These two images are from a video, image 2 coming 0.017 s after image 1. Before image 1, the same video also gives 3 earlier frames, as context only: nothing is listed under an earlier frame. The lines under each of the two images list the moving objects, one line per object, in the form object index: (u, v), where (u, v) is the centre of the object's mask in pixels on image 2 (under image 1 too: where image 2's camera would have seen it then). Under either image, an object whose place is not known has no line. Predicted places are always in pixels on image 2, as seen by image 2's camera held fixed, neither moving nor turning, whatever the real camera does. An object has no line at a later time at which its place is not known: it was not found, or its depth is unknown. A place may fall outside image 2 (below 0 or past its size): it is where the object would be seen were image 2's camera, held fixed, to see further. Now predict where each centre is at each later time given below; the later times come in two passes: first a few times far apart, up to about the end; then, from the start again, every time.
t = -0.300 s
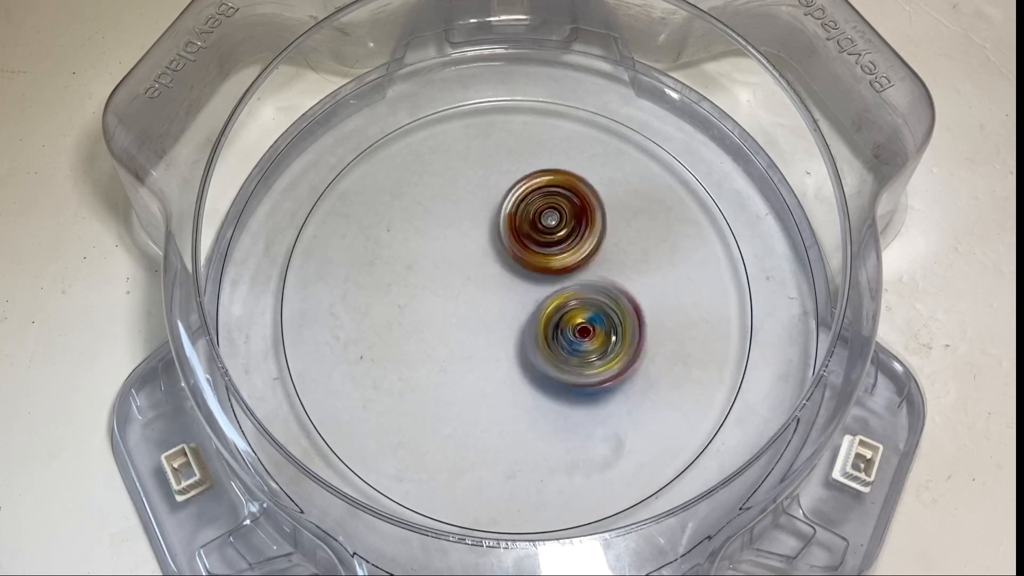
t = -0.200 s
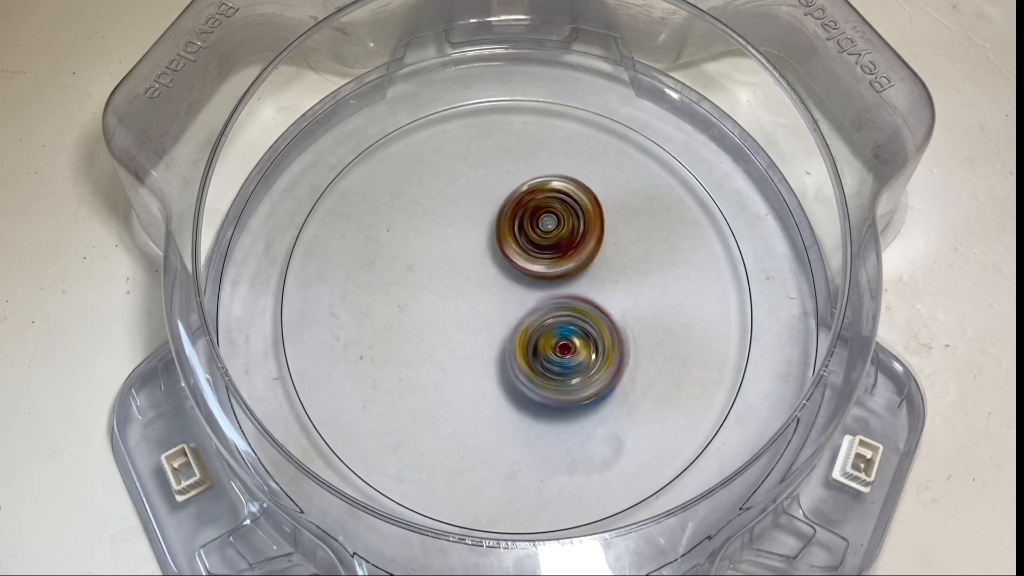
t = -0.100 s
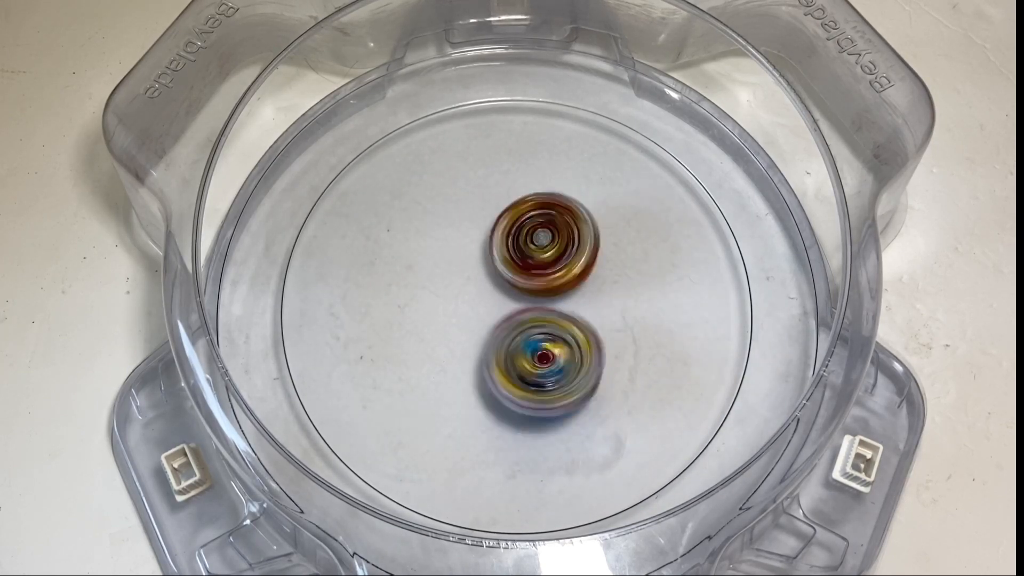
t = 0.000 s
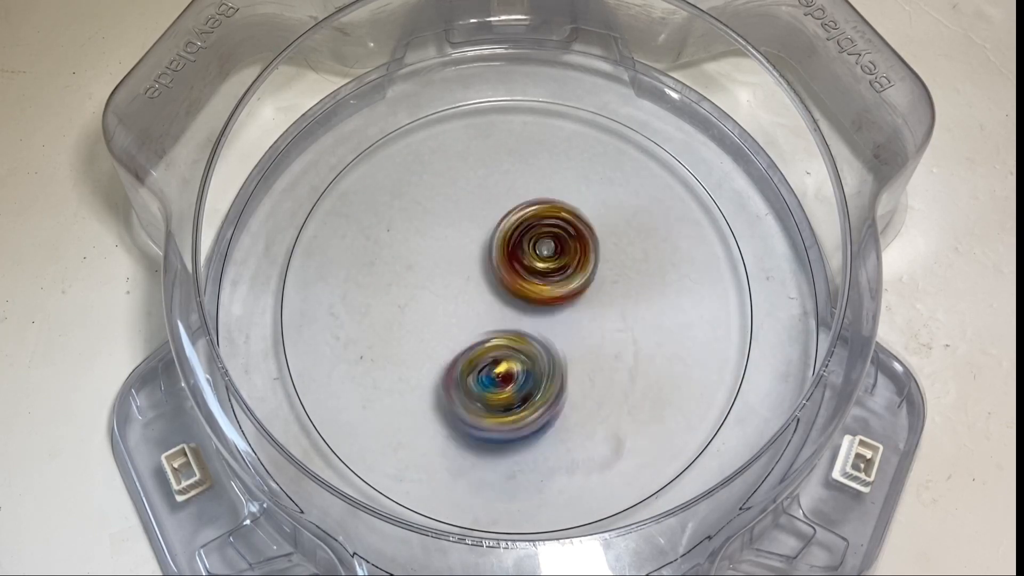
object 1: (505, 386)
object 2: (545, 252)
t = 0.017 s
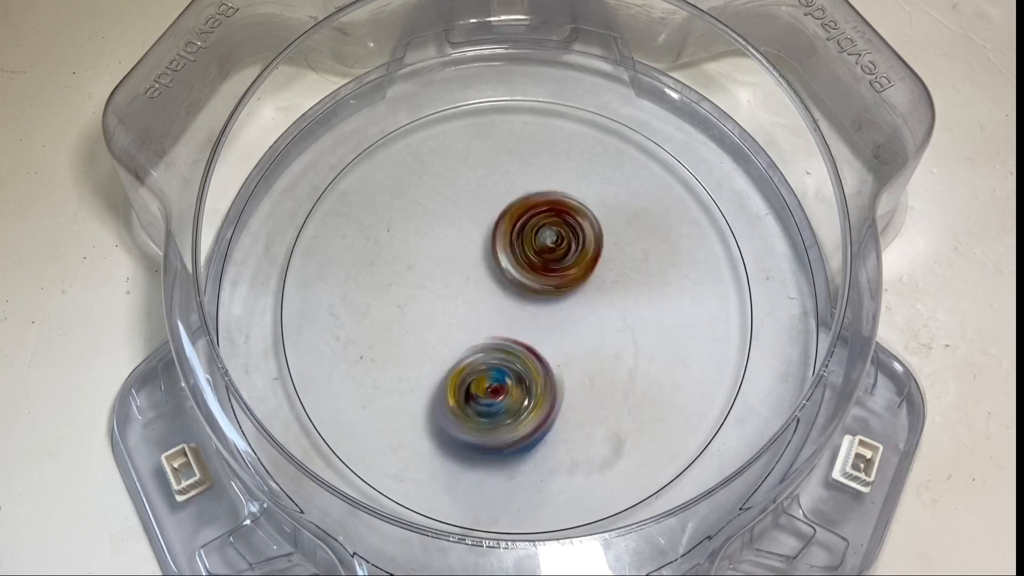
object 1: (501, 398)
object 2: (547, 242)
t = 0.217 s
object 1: (445, 437)
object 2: (551, 202)
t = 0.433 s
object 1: (432, 387)
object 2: (539, 204)
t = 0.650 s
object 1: (466, 337)
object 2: (512, 236)
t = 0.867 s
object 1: (495, 338)
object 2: (534, 215)
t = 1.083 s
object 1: (540, 363)
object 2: (536, 217)
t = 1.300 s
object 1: (589, 385)
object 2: (530, 265)
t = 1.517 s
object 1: (604, 396)
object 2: (481, 270)
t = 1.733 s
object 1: (568, 368)
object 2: (438, 262)
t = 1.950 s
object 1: (559, 331)
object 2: (436, 265)
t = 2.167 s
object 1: (573, 309)
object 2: (461, 284)
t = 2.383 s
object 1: (668, 306)
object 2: (462, 282)
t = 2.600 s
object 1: (655, 285)
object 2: (463, 287)
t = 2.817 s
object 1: (587, 284)
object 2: (471, 299)
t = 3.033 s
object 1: (573, 310)
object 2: (412, 319)
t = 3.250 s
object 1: (544, 289)
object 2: (414, 324)
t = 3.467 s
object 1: (549, 282)
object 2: (429, 318)
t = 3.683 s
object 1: (548, 289)
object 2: (438, 318)
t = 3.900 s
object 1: (554, 298)
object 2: (444, 316)
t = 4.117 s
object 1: (563, 320)
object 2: (442, 309)
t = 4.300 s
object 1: (574, 318)
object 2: (458, 292)
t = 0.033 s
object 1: (486, 412)
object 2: (552, 234)
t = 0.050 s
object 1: (477, 421)
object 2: (555, 227)
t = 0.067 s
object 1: (469, 426)
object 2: (556, 222)
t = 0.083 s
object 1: (464, 434)
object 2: (557, 218)
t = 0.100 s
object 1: (459, 436)
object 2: (556, 215)
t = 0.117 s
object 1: (453, 439)
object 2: (555, 211)
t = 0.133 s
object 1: (454, 438)
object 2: (555, 208)
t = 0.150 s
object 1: (450, 440)
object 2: (554, 207)
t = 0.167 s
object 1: (450, 439)
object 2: (554, 205)
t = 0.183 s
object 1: (447, 438)
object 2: (553, 203)
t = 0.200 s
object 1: (449, 439)
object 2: (552, 202)
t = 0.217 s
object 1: (445, 437)
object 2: (551, 202)
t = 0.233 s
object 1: (441, 436)
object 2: (551, 200)
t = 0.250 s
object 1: (442, 432)
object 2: (550, 201)
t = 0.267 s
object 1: (438, 432)
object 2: (549, 202)
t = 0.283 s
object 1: (436, 428)
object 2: (548, 200)
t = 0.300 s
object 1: (432, 422)
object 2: (547, 202)
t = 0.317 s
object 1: (434, 420)
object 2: (546, 202)
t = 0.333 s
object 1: (431, 415)
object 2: (545, 201)
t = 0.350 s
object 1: (430, 409)
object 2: (544, 202)
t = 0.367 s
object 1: (430, 404)
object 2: (543, 202)
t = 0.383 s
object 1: (429, 402)
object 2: (542, 202)
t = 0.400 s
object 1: (429, 395)
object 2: (541, 203)
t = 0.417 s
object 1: (429, 390)
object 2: (540, 204)
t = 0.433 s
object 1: (432, 387)
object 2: (539, 204)
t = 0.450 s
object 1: (431, 383)
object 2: (538, 204)
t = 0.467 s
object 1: (433, 377)
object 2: (538, 206)
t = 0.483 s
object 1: (435, 371)
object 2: (536, 206)
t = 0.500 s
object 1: (438, 371)
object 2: (535, 207)
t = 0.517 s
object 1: (441, 364)
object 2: (533, 209)
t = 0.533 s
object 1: (441, 361)
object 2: (530, 212)
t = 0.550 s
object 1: (446, 359)
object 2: (529, 214)
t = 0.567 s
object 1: (448, 356)
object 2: (526, 218)
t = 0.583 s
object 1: (451, 351)
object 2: (523, 222)
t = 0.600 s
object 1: (455, 348)
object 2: (521, 224)
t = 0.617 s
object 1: (459, 346)
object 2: (517, 229)
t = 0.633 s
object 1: (463, 341)
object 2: (514, 233)
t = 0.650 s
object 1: (466, 337)
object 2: (512, 236)
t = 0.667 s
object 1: (470, 335)
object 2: (511, 237)
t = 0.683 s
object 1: (470, 337)
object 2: (513, 237)
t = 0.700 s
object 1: (470, 337)
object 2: (515, 236)
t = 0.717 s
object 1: (471, 334)
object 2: (517, 235)
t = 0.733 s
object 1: (474, 332)
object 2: (518, 235)
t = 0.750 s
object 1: (472, 336)
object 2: (522, 231)
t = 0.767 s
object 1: (471, 337)
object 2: (525, 229)
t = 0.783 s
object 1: (475, 336)
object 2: (527, 226)
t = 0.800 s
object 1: (476, 337)
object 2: (529, 223)
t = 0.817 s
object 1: (481, 334)
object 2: (530, 219)
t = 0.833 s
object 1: (482, 337)
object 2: (532, 218)
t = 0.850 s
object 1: (489, 337)
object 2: (533, 217)
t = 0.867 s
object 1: (495, 338)
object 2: (534, 215)
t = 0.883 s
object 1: (500, 339)
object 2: (535, 214)
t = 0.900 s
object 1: (500, 343)
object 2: (536, 213)
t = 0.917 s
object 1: (506, 344)
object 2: (537, 213)
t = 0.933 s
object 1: (508, 347)
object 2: (538, 214)
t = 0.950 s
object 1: (513, 347)
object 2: (538, 214)
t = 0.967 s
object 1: (513, 348)
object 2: (538, 215)
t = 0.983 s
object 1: (519, 351)
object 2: (537, 214)
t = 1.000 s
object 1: (524, 352)
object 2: (537, 215)
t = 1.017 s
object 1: (528, 352)
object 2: (537, 216)
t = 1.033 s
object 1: (530, 355)
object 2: (536, 215)
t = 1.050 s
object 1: (534, 360)
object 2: (537, 216)
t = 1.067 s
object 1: (537, 362)
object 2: (537, 217)
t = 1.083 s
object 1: (540, 363)
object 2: (536, 217)
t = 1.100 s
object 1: (545, 364)
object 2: (537, 218)
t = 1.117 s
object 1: (549, 369)
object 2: (537, 220)
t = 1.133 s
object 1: (551, 371)
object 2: (537, 223)
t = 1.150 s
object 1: (554, 373)
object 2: (536, 225)
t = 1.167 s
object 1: (559, 374)
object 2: (536, 229)
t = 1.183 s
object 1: (562, 379)
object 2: (537, 232)
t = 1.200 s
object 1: (566, 381)
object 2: (535, 236)
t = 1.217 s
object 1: (569, 384)
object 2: (536, 239)
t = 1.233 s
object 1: (574, 384)
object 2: (535, 245)
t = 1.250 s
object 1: (578, 387)
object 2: (533, 250)
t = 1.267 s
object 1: (580, 388)
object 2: (532, 254)
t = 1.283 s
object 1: (584, 388)
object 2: (531, 259)
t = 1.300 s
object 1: (589, 385)
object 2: (530, 265)
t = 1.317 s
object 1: (591, 386)
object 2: (528, 270)
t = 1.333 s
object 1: (591, 383)
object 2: (528, 275)
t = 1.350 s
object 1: (592, 380)
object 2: (526, 281)
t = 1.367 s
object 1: (593, 376)
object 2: (524, 285)
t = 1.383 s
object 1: (592, 377)
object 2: (522, 289)
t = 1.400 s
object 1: (593, 382)
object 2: (518, 284)
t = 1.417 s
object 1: (593, 386)
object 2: (512, 280)
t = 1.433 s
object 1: (596, 387)
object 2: (507, 277)
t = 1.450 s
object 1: (599, 390)
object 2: (502, 275)
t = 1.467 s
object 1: (598, 393)
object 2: (498, 274)
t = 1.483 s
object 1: (600, 394)
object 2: (492, 273)
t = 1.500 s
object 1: (600, 395)
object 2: (486, 272)
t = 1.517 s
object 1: (604, 396)
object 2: (481, 270)
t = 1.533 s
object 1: (601, 399)
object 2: (476, 270)
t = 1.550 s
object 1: (602, 398)
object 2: (471, 269)
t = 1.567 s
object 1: (597, 398)
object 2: (466, 267)
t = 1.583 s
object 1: (599, 395)
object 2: (462, 267)
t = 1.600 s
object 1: (598, 395)
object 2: (458, 267)
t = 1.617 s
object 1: (594, 392)
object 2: (453, 266)
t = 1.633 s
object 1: (589, 390)
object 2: (450, 264)
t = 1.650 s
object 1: (585, 385)
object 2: (448, 264)
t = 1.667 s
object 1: (584, 382)
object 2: (444, 264)
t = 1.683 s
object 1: (577, 381)
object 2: (441, 263)
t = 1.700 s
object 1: (574, 375)
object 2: (441, 263)
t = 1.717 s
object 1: (569, 372)
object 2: (440, 262)
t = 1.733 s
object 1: (568, 368)
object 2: (438, 262)
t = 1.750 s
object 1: (565, 367)
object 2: (437, 262)
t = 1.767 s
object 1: (563, 362)
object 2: (436, 262)
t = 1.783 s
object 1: (561, 359)
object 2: (436, 262)
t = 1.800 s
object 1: (559, 355)
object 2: (436, 262)
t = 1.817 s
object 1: (560, 354)
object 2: (437, 261)
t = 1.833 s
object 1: (557, 351)
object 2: (437, 263)
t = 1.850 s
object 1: (557, 347)
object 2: (436, 264)
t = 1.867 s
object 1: (556, 344)
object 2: (435, 264)
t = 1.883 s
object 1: (558, 341)
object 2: (436, 264)
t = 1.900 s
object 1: (557, 341)
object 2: (435, 265)
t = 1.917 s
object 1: (558, 337)
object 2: (435, 265)
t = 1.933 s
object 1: (558, 334)
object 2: (435, 264)
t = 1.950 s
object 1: (559, 331)
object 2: (436, 265)
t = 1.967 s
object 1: (559, 331)
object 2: (437, 266)
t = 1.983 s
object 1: (559, 328)
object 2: (436, 267)
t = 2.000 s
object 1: (560, 327)
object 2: (438, 267)
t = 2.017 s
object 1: (561, 323)
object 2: (438, 268)
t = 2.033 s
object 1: (564, 323)
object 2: (439, 270)
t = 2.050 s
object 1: (563, 321)
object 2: (440, 270)
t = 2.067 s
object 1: (565, 319)
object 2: (443, 272)
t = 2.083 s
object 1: (565, 317)
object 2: (446, 273)
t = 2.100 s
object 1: (568, 316)
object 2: (449, 276)
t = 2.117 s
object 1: (568, 315)
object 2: (451, 276)
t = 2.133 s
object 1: (569, 314)
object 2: (455, 279)
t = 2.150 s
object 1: (571, 311)
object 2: (459, 281)
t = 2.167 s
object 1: (573, 309)
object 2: (461, 284)
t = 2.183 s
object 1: (575, 309)
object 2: (465, 284)
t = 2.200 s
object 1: (579, 311)
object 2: (465, 286)
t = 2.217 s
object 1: (590, 314)
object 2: (463, 283)
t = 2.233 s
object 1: (599, 315)
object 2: (460, 282)
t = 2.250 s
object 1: (610, 317)
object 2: (460, 280)
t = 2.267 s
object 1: (621, 319)
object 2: (460, 279)
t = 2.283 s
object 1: (629, 317)
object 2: (461, 279)
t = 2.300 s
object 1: (638, 316)
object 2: (462, 280)
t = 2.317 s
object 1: (646, 314)
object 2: (463, 280)
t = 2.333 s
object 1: (654, 312)
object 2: (463, 282)
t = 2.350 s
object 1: (660, 311)
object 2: (462, 282)
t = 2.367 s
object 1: (664, 309)
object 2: (461, 282)
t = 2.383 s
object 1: (668, 306)
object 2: (462, 282)
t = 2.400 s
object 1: (670, 304)
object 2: (461, 282)
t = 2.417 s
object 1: (673, 303)
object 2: (461, 282)
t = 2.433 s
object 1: (674, 303)
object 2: (461, 283)
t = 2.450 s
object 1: (673, 303)
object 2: (463, 283)
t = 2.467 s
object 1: (672, 304)
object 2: (462, 284)
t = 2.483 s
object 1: (669, 302)
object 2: (462, 284)
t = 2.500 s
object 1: (666, 300)
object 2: (462, 284)
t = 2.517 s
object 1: (665, 298)
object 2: (463, 285)
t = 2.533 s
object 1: (661, 296)
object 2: (462, 285)
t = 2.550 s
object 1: (660, 292)
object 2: (462, 286)
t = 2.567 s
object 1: (657, 290)
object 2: (462, 285)
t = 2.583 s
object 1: (654, 288)
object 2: (463, 286)
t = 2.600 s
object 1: (655, 285)
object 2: (463, 287)
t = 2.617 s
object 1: (655, 284)
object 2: (464, 288)
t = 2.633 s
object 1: (650, 285)
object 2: (464, 287)
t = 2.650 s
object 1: (650, 284)
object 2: (464, 289)
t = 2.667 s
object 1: (648, 283)
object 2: (465, 289)
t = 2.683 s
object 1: (644, 283)
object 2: (465, 290)
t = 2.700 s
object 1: (642, 282)
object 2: (466, 289)
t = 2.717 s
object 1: (639, 283)
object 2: (466, 291)
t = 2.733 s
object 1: (629, 283)
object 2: (468, 292)
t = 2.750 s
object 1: (623, 284)
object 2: (467, 294)
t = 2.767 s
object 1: (615, 284)
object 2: (469, 294)
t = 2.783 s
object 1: (604, 284)
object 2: (470, 296)
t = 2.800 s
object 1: (597, 284)
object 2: (471, 298)
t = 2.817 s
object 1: (587, 284)
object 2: (471, 299)
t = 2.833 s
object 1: (579, 285)
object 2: (465, 300)
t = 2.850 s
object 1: (583, 285)
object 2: (454, 302)
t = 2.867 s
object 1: (585, 286)
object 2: (445, 302)
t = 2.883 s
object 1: (587, 289)
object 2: (437, 304)
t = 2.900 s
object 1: (587, 290)
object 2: (433, 305)
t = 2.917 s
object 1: (588, 292)
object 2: (430, 306)
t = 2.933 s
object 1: (590, 294)
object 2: (428, 308)
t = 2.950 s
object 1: (590, 299)
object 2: (426, 310)
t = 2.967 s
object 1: (588, 303)
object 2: (422, 312)
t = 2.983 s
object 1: (585, 306)
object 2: (420, 314)
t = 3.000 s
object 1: (582, 308)
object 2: (417, 316)
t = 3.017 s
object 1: (578, 309)
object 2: (414, 317)
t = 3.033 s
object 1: (573, 310)
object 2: (412, 319)
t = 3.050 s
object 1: (569, 310)
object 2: (411, 319)
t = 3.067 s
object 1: (564, 308)
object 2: (410, 319)
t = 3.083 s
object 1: (559, 307)
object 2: (409, 319)
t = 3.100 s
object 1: (555, 303)
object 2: (408, 320)
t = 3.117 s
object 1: (552, 300)
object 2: (409, 320)
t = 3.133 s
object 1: (550, 297)
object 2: (409, 321)
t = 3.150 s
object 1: (548, 296)
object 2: (408, 321)
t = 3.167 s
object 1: (547, 292)
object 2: (409, 321)
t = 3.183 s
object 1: (548, 291)
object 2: (410, 321)
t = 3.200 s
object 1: (548, 289)
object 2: (412, 323)
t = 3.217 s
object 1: (548, 290)
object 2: (413, 323)
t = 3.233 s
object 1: (544, 290)
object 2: (413, 325)
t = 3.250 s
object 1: (544, 289)
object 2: (414, 324)
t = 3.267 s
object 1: (544, 289)
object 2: (417, 324)
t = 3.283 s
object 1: (542, 289)
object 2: (418, 323)
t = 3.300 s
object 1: (541, 289)
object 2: (421, 323)
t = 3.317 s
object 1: (536, 288)
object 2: (424, 324)
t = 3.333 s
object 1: (535, 287)
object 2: (428, 322)
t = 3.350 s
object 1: (533, 287)
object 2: (431, 322)
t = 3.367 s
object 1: (538, 285)
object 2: (427, 322)
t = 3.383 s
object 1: (542, 283)
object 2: (424, 321)
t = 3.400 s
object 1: (545, 283)
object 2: (424, 319)
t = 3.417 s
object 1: (547, 283)
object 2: (424, 320)
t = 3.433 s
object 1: (548, 282)
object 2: (424, 318)
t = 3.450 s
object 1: (549, 283)
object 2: (426, 318)
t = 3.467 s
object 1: (549, 282)
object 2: (429, 318)
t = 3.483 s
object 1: (549, 283)
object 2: (431, 320)
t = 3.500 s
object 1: (549, 283)
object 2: (432, 321)
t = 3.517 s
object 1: (548, 284)
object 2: (432, 322)
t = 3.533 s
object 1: (546, 285)
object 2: (433, 323)
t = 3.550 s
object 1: (546, 286)
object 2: (435, 322)
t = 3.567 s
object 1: (546, 287)
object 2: (437, 322)
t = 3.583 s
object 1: (546, 288)
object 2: (434, 321)
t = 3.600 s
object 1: (546, 288)
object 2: (436, 320)
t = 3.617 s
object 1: (547, 288)
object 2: (436, 319)
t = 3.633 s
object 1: (547, 289)
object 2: (436, 319)
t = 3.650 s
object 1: (548, 288)
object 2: (436, 319)
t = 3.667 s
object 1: (548, 289)
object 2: (436, 318)
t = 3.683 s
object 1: (548, 289)
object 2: (438, 318)
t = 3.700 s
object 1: (548, 289)
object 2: (439, 318)
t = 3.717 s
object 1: (548, 288)
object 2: (442, 319)
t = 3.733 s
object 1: (548, 288)
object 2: (442, 320)
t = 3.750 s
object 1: (547, 288)
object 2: (443, 321)
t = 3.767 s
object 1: (547, 288)
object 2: (443, 323)
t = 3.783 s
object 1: (547, 288)
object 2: (445, 322)
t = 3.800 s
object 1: (547, 287)
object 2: (446, 322)
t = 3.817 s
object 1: (548, 288)
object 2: (445, 321)
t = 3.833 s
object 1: (548, 290)
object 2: (445, 321)
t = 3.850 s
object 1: (549, 291)
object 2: (444, 319)
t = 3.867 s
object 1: (550, 293)
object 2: (446, 318)
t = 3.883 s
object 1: (552, 295)
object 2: (445, 318)
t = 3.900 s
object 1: (554, 298)
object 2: (444, 316)
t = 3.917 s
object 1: (556, 300)
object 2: (442, 315)
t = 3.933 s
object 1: (558, 303)
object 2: (441, 314)
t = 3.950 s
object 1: (558, 305)
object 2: (440, 314)
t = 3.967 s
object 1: (558, 308)
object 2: (440, 314)
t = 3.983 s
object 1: (559, 310)
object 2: (438, 314)
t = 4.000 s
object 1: (560, 312)
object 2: (438, 313)
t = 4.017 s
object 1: (561, 314)
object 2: (438, 313)
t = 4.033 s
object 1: (561, 316)
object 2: (438, 312)
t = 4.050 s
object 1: (561, 317)
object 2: (439, 313)
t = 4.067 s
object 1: (562, 318)
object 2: (439, 313)
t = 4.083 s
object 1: (562, 319)
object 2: (440, 313)
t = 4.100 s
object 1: (562, 320)
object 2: (441, 311)
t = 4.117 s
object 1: (563, 320)
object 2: (442, 309)
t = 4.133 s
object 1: (563, 320)
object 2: (443, 308)
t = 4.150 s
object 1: (562, 320)
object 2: (444, 307)
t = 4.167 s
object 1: (562, 319)
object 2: (447, 306)
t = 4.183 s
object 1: (562, 318)
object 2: (450, 306)
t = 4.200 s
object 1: (561, 317)
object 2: (452, 305)
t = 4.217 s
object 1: (561, 315)
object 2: (454, 305)
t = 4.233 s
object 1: (563, 314)
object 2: (455, 303)
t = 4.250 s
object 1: (564, 314)
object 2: (455, 300)
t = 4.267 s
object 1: (569, 316)
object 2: (455, 298)
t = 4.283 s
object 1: (572, 317)
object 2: (455, 294)
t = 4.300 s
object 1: (574, 318)
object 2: (458, 292)
